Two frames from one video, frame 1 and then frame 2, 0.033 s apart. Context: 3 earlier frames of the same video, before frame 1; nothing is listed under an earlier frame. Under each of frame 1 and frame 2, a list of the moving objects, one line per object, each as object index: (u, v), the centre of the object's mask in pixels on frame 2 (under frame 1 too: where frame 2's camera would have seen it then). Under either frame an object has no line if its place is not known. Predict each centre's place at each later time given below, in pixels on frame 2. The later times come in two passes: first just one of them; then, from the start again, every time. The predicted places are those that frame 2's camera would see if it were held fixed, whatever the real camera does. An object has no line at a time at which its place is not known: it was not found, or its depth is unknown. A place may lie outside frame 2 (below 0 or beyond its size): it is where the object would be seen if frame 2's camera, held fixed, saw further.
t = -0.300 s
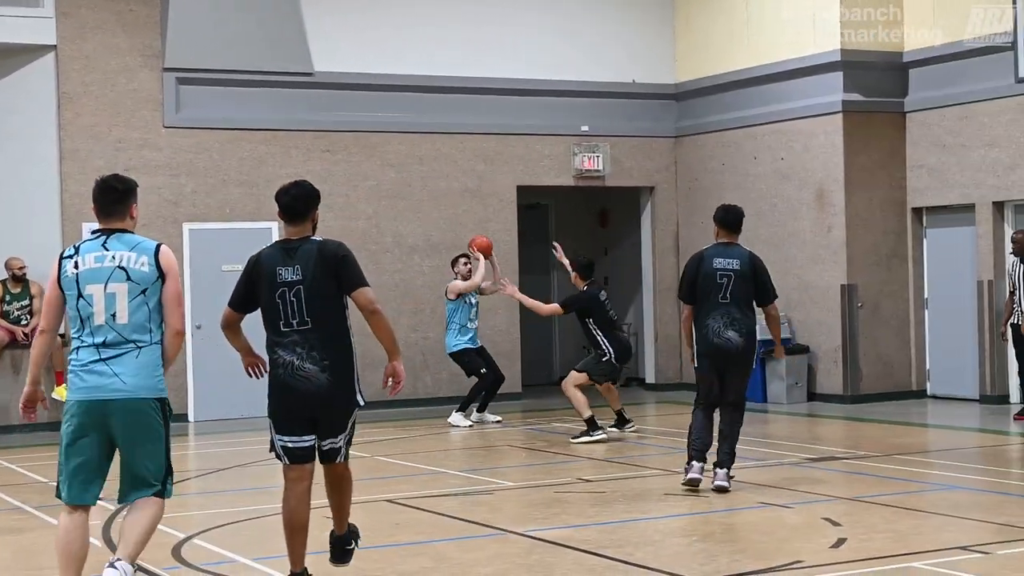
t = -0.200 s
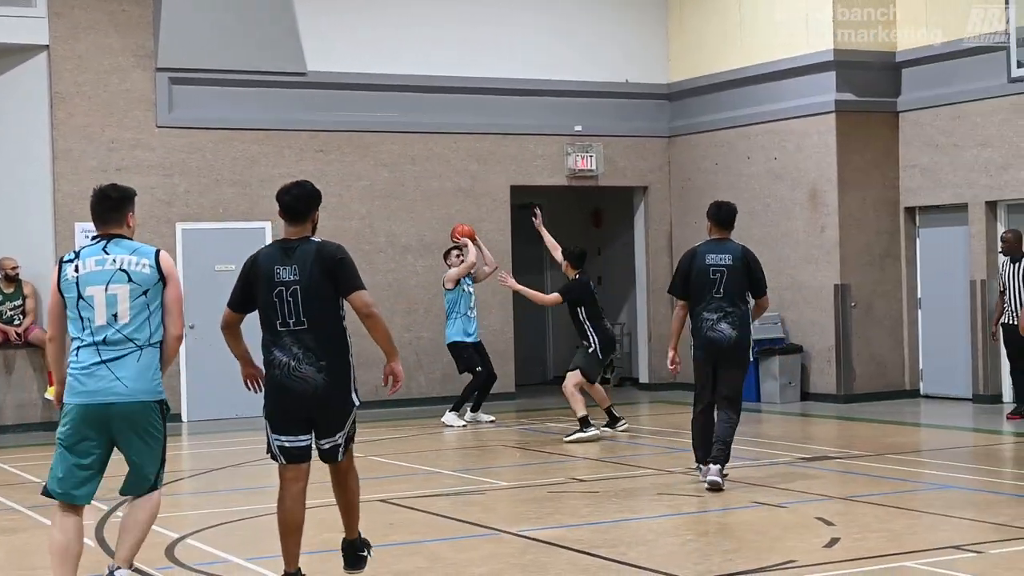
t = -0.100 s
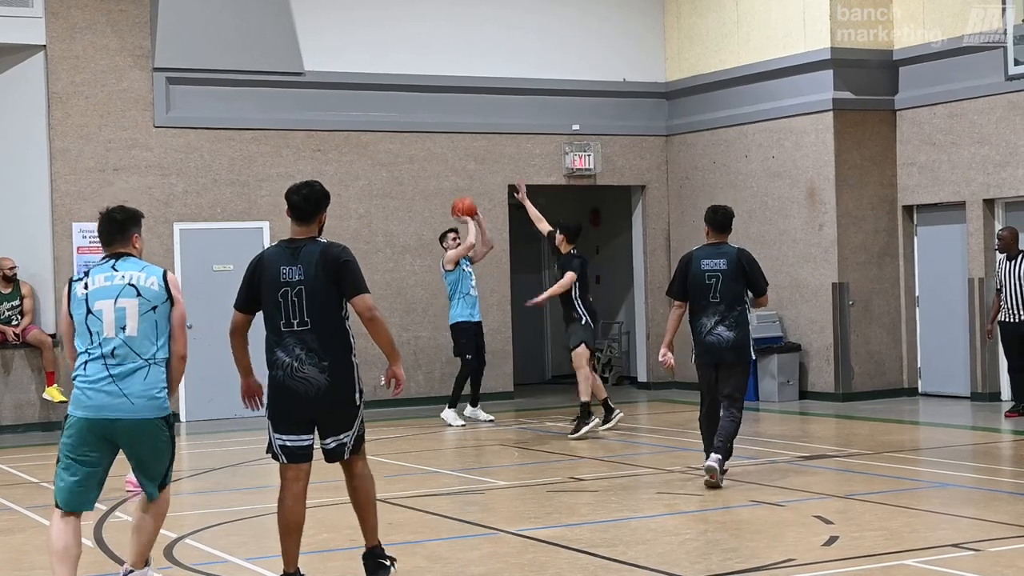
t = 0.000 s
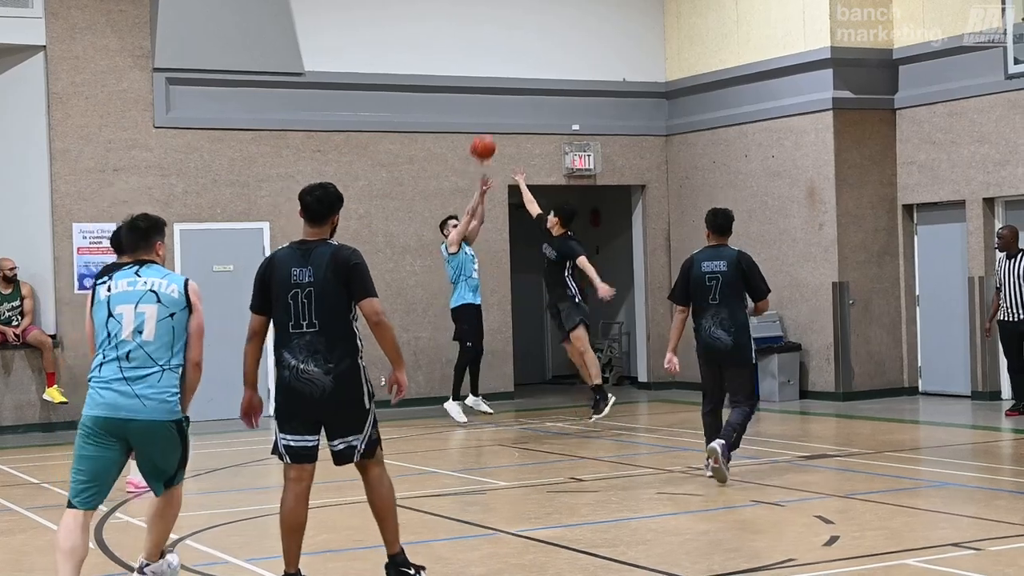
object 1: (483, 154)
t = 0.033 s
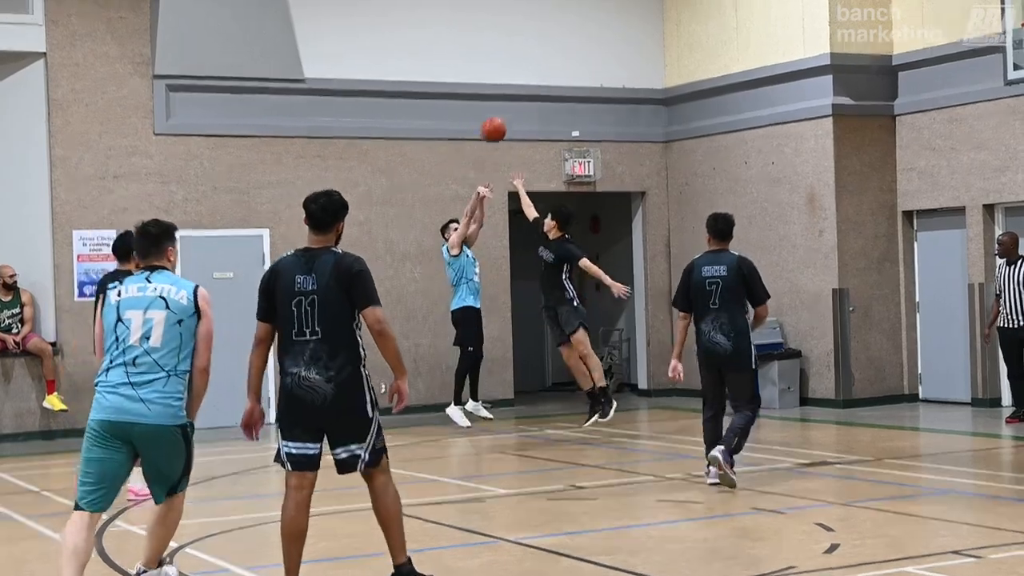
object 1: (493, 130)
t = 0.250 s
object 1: (567, -8)
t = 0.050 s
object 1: (498, 118)
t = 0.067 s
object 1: (504, 106)
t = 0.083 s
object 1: (509, 95)
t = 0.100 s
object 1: (515, 84)
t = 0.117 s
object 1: (520, 73)
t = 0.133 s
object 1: (525, 62)
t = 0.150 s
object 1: (531, 51)
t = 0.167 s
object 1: (537, 41)
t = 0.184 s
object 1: (543, 31)
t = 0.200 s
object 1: (549, 21)
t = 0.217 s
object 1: (555, 11)
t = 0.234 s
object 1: (560, 1)
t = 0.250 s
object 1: (567, -8)
